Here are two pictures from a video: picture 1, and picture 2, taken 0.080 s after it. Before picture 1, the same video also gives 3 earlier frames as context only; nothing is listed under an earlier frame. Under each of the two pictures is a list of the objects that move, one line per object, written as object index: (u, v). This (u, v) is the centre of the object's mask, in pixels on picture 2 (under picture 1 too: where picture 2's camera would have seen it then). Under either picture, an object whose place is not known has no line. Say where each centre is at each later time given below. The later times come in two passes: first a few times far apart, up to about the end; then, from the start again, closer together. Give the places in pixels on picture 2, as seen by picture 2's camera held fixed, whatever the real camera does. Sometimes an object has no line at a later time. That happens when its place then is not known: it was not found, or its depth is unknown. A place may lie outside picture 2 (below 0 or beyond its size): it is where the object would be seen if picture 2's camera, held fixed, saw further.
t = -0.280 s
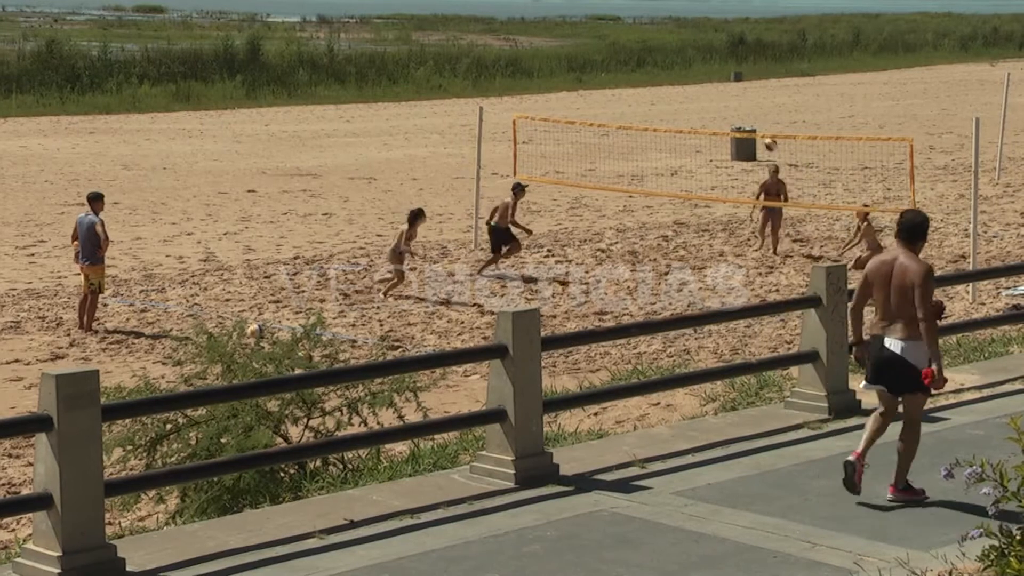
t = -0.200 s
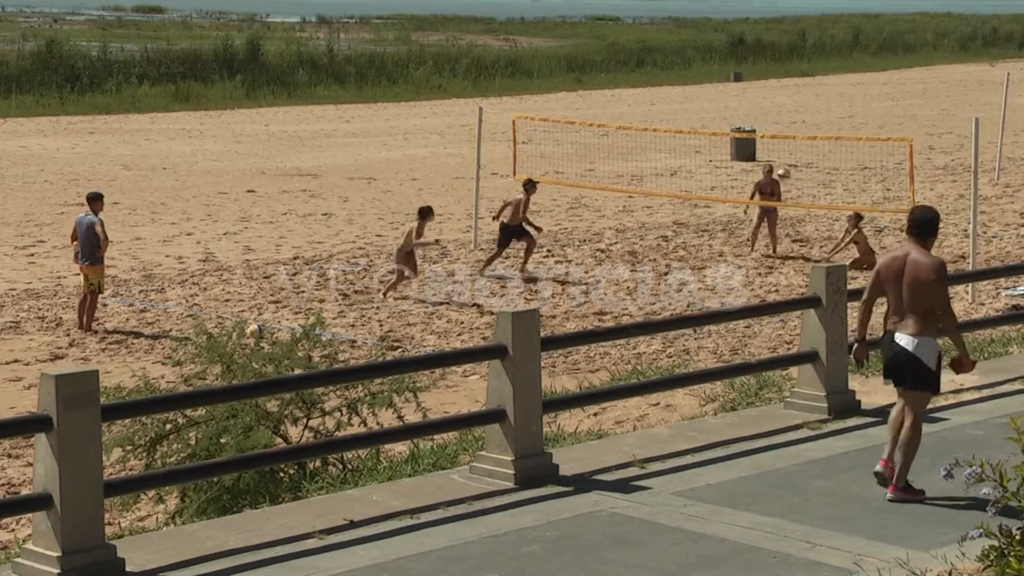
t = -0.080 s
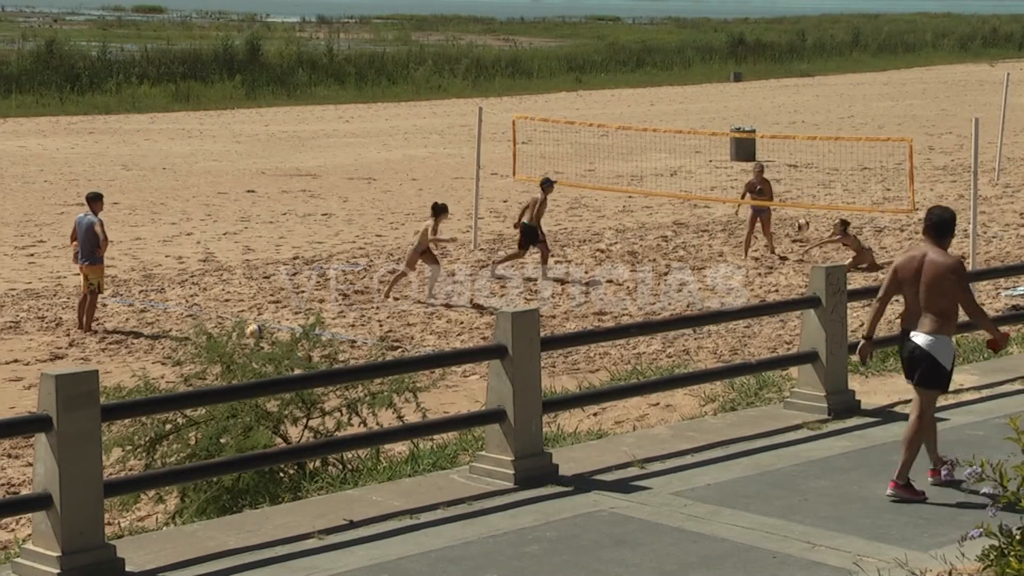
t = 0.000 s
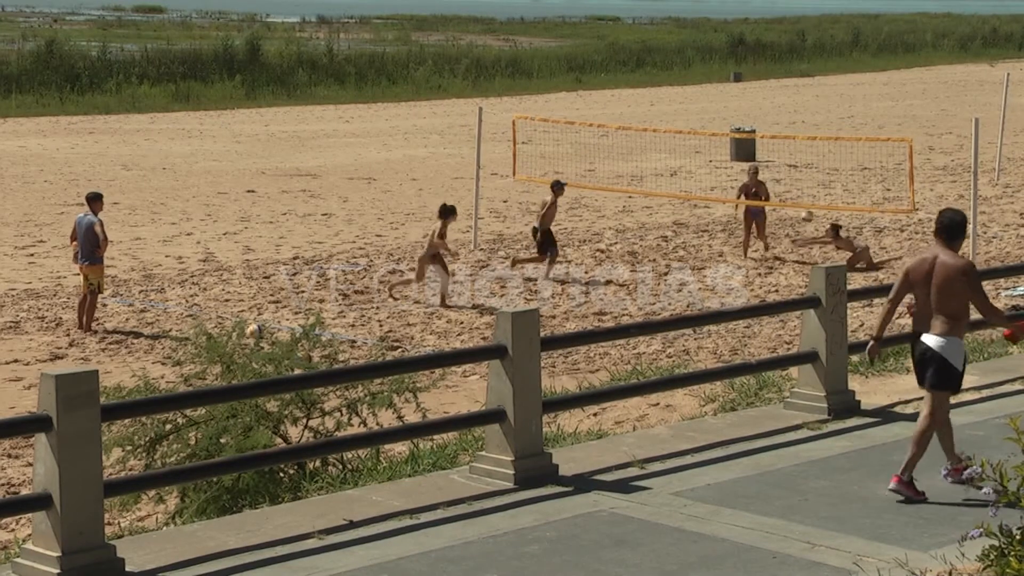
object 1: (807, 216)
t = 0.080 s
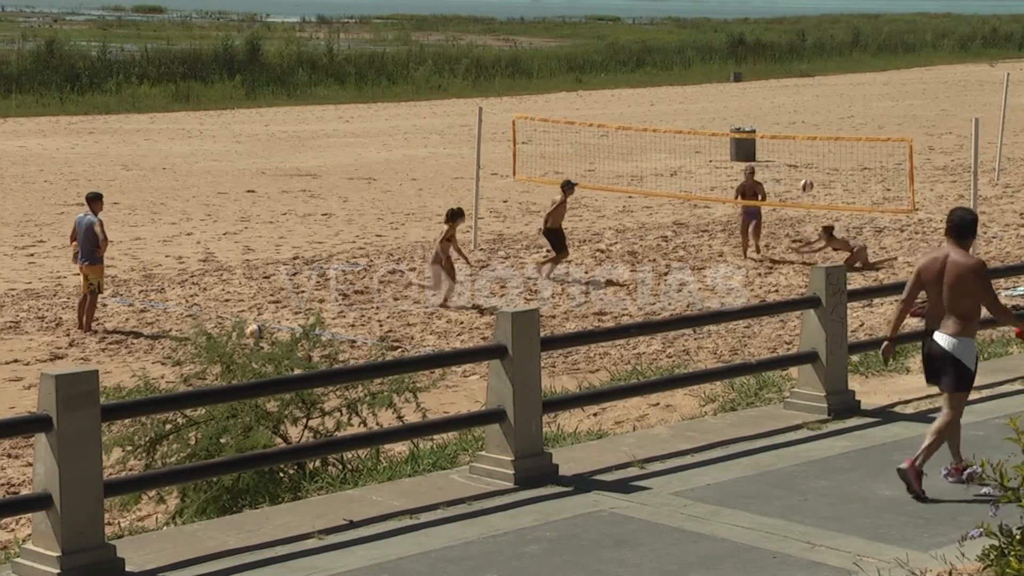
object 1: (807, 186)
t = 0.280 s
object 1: (805, 126)
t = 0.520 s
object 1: (803, 86)
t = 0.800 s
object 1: (799, 85)
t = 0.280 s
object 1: (805, 126)
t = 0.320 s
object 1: (805, 116)
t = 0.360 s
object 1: (804, 109)
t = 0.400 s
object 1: (804, 101)
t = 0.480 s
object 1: (803, 90)
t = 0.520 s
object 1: (803, 86)
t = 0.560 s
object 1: (803, 83)
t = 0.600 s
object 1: (802, 80)
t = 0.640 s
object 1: (801, 80)
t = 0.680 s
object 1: (801, 79)
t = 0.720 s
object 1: (801, 80)
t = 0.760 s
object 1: (800, 83)
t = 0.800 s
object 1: (799, 85)
